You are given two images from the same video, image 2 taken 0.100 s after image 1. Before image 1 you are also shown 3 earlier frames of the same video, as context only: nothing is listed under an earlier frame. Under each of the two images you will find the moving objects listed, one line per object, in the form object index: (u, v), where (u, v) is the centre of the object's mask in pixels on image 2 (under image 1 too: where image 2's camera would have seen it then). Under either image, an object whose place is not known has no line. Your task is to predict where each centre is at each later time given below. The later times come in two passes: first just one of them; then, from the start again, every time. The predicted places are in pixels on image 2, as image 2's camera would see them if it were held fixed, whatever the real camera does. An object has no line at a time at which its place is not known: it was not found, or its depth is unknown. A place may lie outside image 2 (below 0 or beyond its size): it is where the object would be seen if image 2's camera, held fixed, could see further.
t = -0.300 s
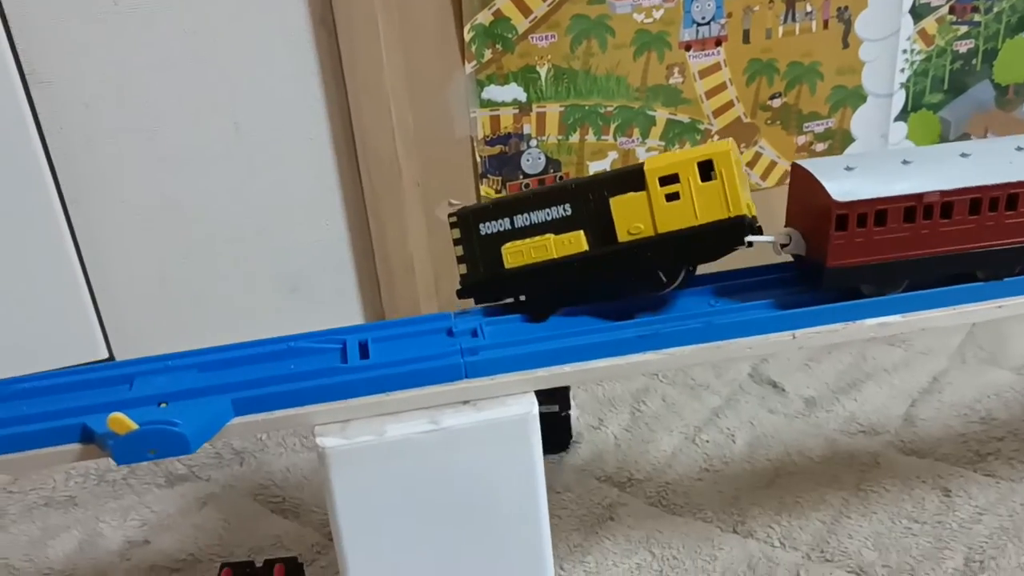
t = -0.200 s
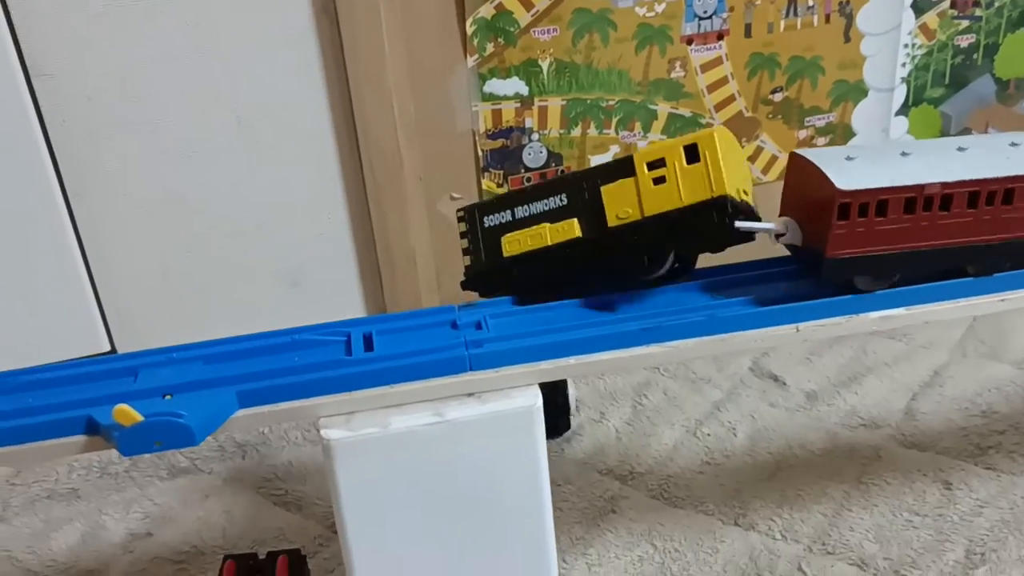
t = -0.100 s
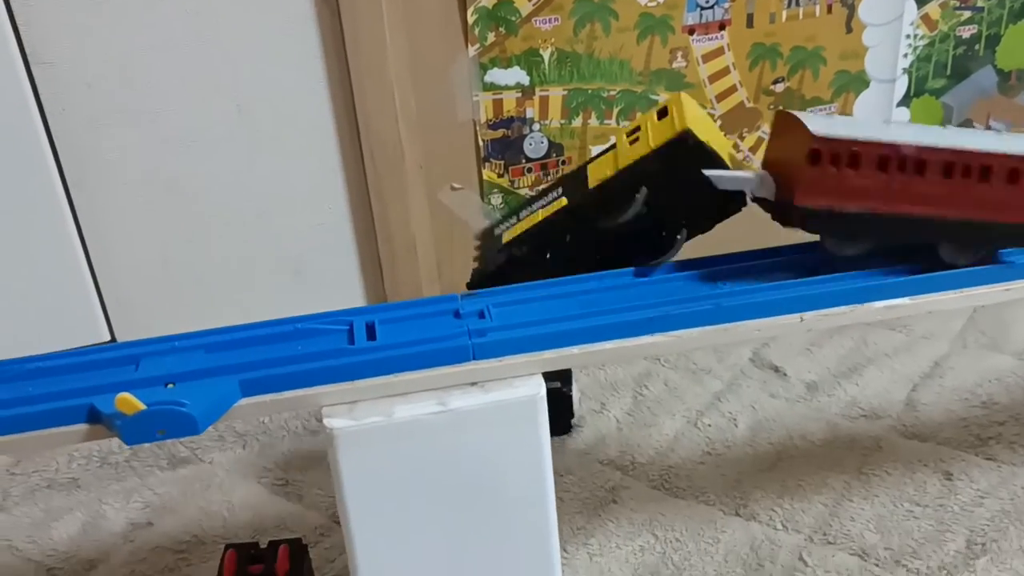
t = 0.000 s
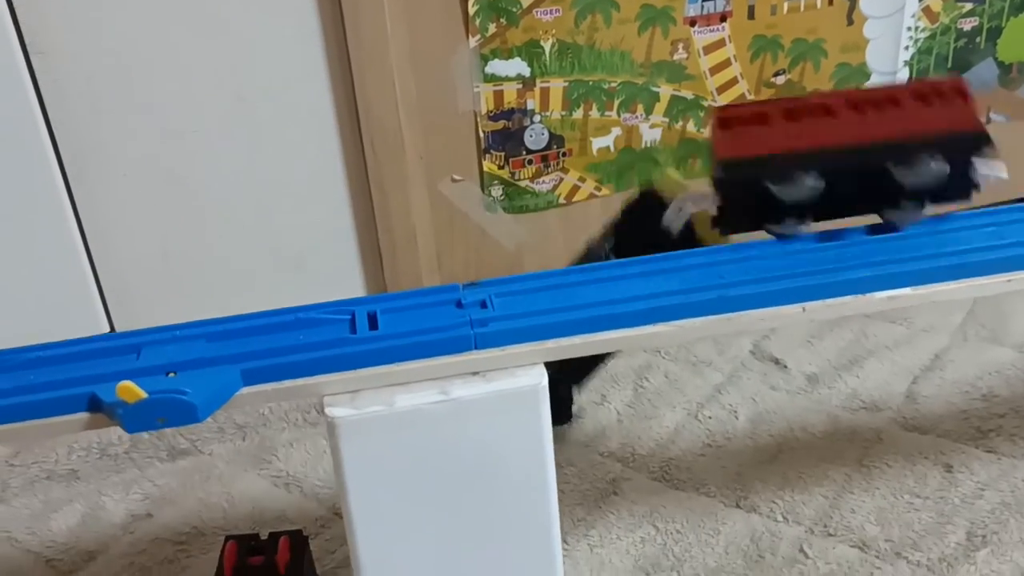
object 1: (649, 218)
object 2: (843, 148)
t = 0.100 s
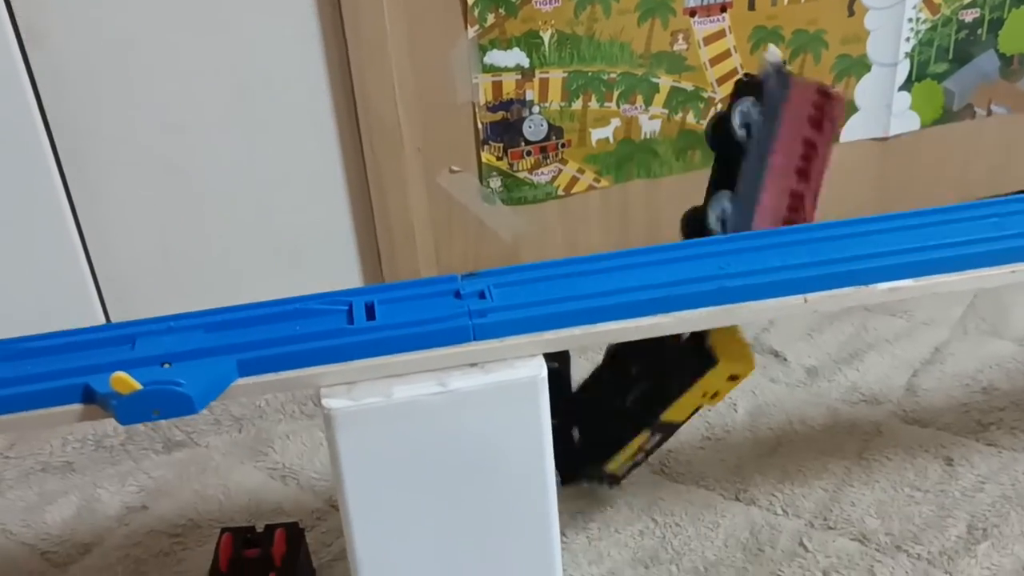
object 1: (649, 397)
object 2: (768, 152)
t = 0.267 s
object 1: (716, 484)
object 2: (762, 367)
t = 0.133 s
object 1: (654, 396)
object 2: (760, 157)
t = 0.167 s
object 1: (666, 402)
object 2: (756, 178)
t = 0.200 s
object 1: (678, 420)
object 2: (753, 208)
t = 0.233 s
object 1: (694, 463)
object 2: (785, 333)
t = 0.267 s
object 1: (716, 484)
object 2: (762, 367)
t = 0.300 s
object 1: (731, 508)
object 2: (774, 384)
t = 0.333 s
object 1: (743, 510)
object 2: (782, 386)
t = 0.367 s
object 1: (748, 519)
